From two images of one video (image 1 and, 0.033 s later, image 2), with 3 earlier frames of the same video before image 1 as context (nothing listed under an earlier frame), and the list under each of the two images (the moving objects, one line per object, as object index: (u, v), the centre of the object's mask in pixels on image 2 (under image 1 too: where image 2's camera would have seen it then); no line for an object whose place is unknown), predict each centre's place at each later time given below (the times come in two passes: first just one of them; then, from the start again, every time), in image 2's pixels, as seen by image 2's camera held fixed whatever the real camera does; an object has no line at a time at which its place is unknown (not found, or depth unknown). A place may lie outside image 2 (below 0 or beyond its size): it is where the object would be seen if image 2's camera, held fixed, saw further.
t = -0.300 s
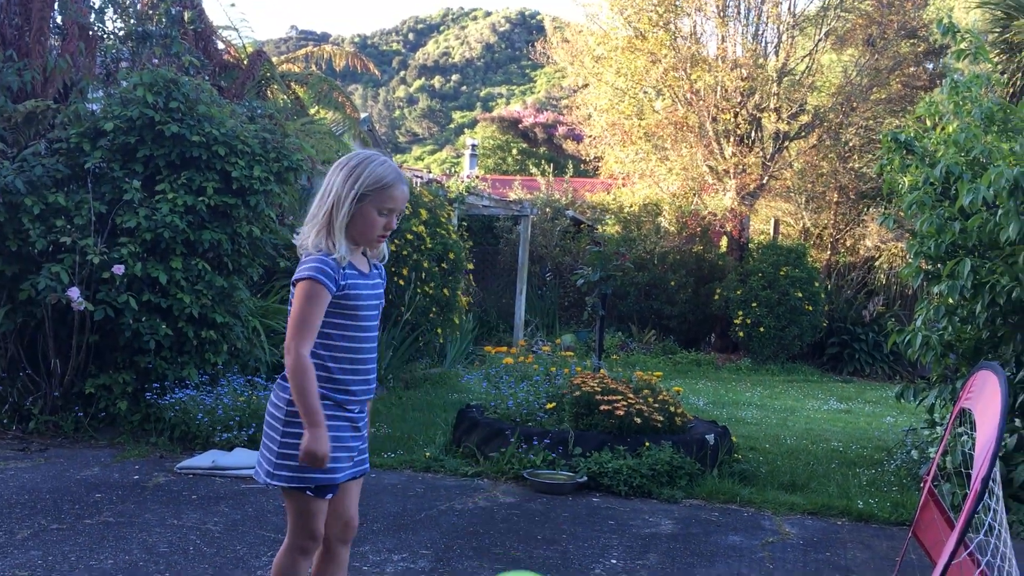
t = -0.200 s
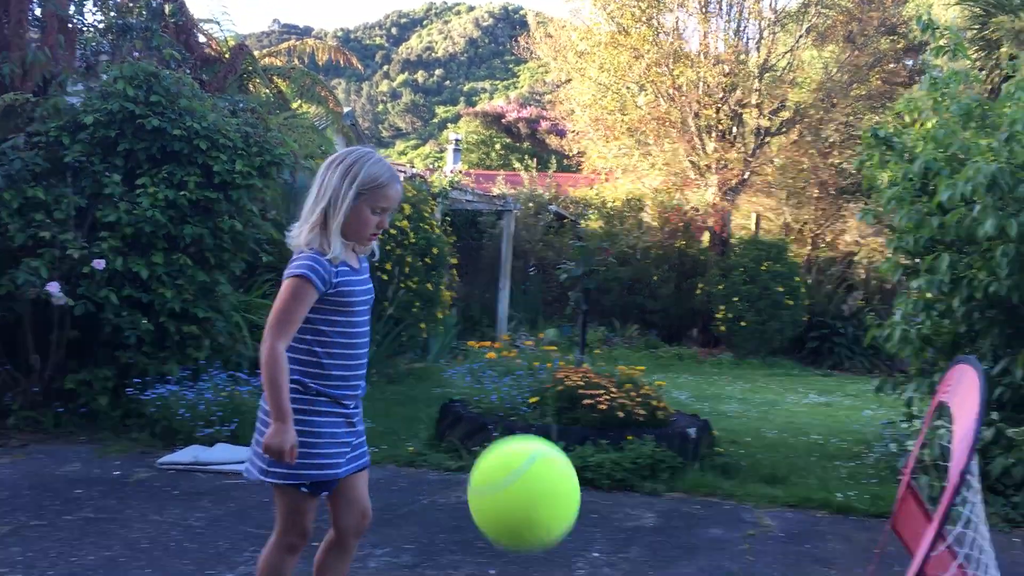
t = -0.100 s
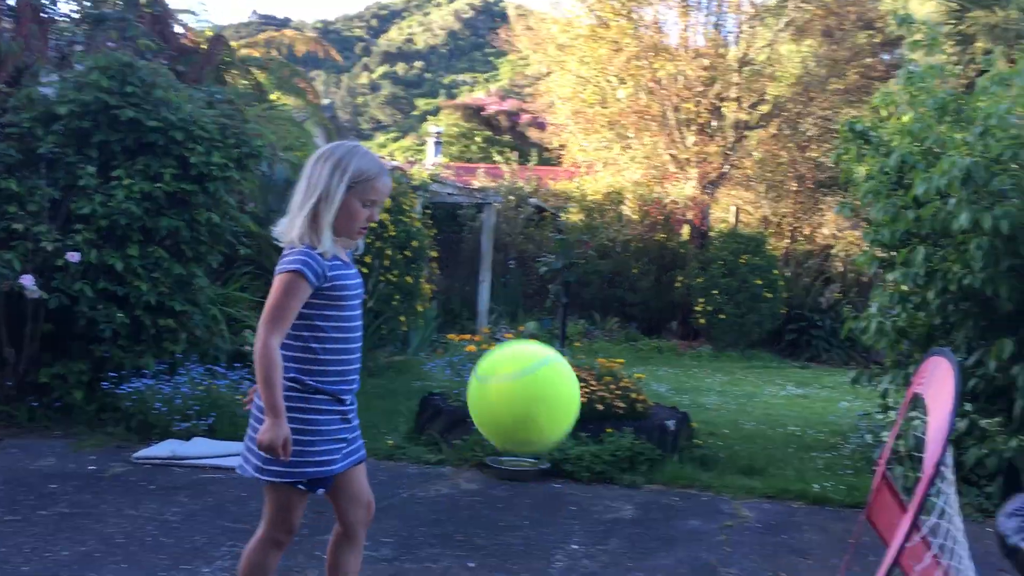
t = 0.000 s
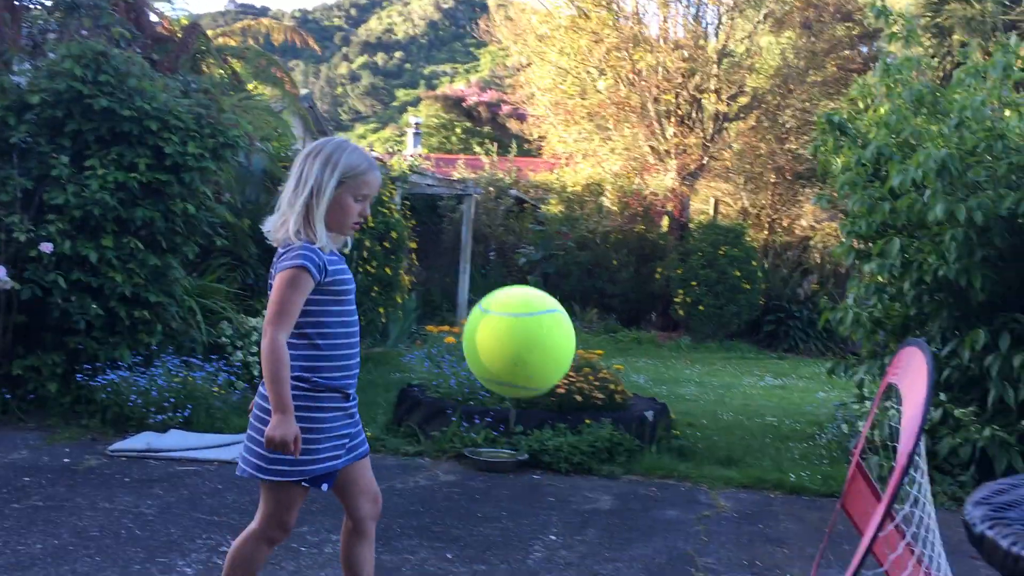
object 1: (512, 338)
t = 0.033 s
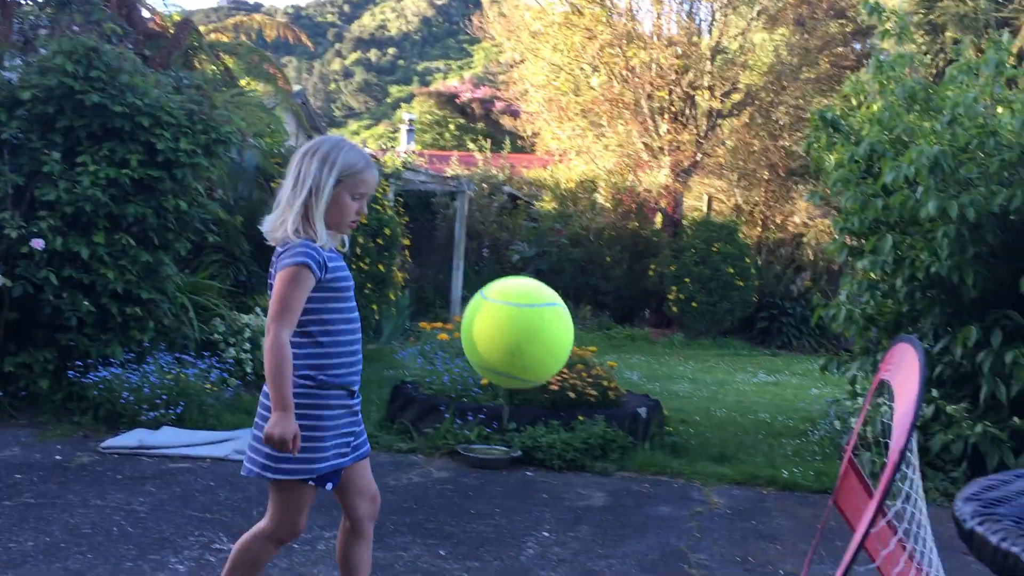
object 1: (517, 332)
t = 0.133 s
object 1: (531, 345)
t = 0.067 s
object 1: (522, 332)
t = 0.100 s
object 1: (527, 336)
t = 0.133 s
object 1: (531, 345)
